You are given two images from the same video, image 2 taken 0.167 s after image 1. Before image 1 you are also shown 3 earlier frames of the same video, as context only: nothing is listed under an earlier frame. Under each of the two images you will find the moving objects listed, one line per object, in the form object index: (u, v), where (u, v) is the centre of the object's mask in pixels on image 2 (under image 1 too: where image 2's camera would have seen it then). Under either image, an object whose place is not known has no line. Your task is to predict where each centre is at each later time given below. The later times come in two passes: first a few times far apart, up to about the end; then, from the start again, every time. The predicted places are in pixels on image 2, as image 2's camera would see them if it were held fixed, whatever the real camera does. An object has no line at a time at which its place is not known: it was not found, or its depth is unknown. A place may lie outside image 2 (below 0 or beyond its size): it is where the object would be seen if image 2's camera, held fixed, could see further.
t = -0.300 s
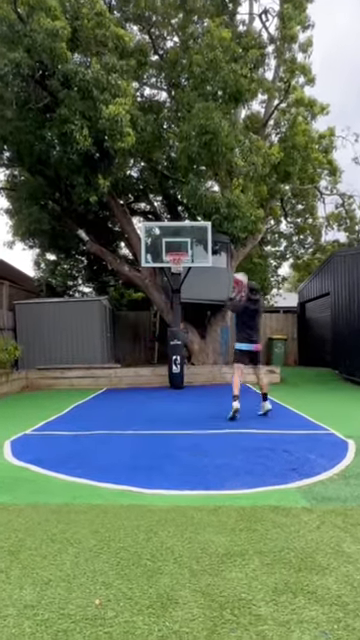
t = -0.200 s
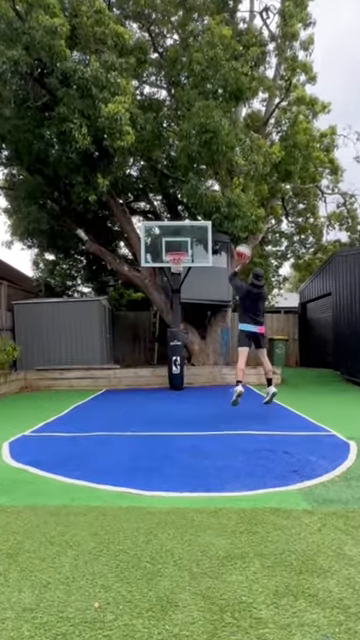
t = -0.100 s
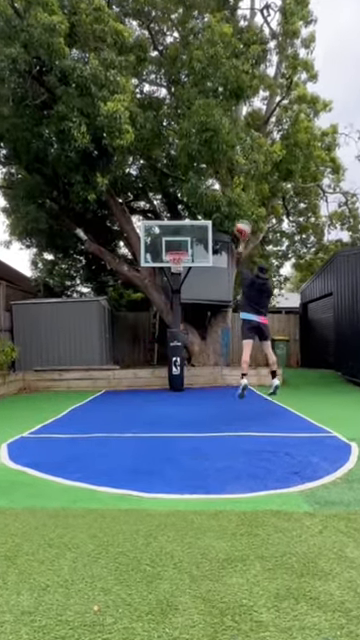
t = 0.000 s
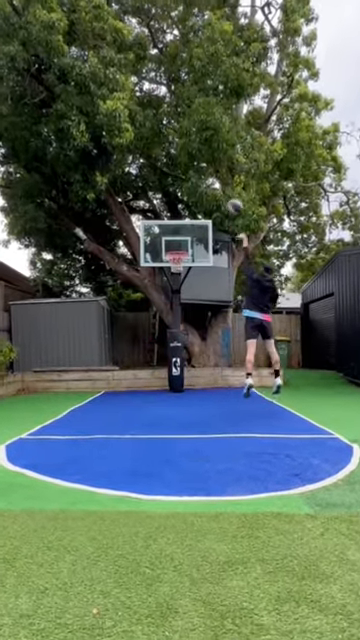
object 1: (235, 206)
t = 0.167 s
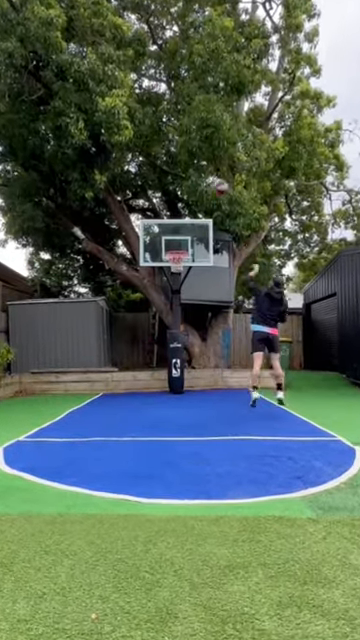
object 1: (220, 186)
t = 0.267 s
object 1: (213, 183)
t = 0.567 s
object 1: (192, 205)
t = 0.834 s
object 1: (177, 259)
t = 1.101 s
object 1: (169, 270)
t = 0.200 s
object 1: (216, 184)
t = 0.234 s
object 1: (214, 184)
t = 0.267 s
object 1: (213, 183)
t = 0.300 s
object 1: (212, 183)
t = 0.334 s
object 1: (210, 183)
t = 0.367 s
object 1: (209, 184)
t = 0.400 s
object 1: (210, 183)
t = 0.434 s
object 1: (201, 190)
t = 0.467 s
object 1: (199, 193)
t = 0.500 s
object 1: (196, 197)
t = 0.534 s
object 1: (194, 200)
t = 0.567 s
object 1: (192, 205)
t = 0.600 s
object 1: (190, 211)
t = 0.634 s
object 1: (189, 217)
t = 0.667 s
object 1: (186, 224)
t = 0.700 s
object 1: (184, 228)
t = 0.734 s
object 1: (182, 235)
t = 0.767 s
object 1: (180, 243)
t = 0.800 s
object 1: (179, 249)
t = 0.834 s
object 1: (177, 259)
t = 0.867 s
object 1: (177, 263)
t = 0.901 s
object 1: (175, 261)
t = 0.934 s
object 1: (173, 263)
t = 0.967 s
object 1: (173, 263)
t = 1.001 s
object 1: (172, 264)
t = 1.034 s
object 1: (171, 265)
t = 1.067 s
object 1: (170, 268)
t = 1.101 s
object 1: (169, 270)
